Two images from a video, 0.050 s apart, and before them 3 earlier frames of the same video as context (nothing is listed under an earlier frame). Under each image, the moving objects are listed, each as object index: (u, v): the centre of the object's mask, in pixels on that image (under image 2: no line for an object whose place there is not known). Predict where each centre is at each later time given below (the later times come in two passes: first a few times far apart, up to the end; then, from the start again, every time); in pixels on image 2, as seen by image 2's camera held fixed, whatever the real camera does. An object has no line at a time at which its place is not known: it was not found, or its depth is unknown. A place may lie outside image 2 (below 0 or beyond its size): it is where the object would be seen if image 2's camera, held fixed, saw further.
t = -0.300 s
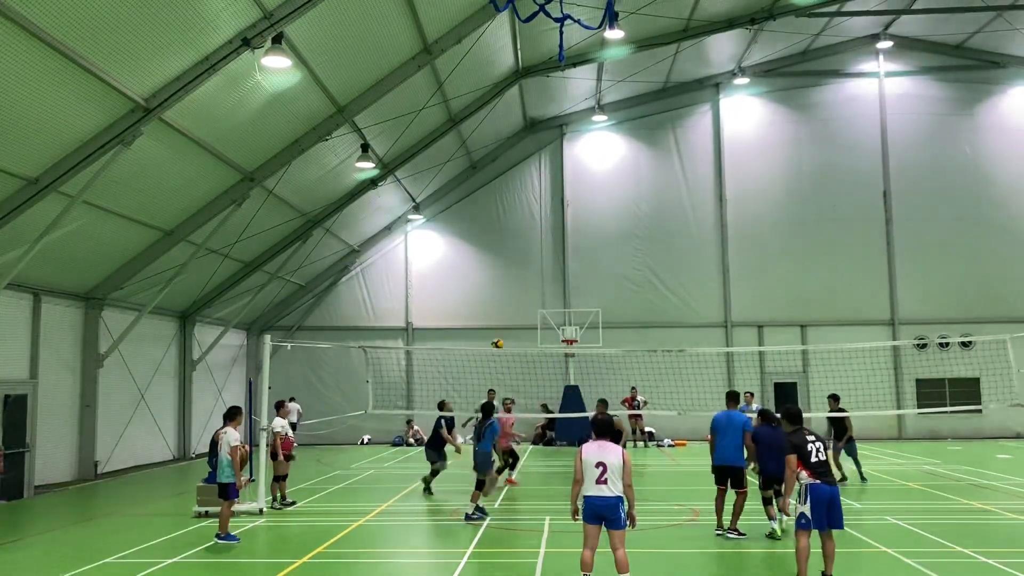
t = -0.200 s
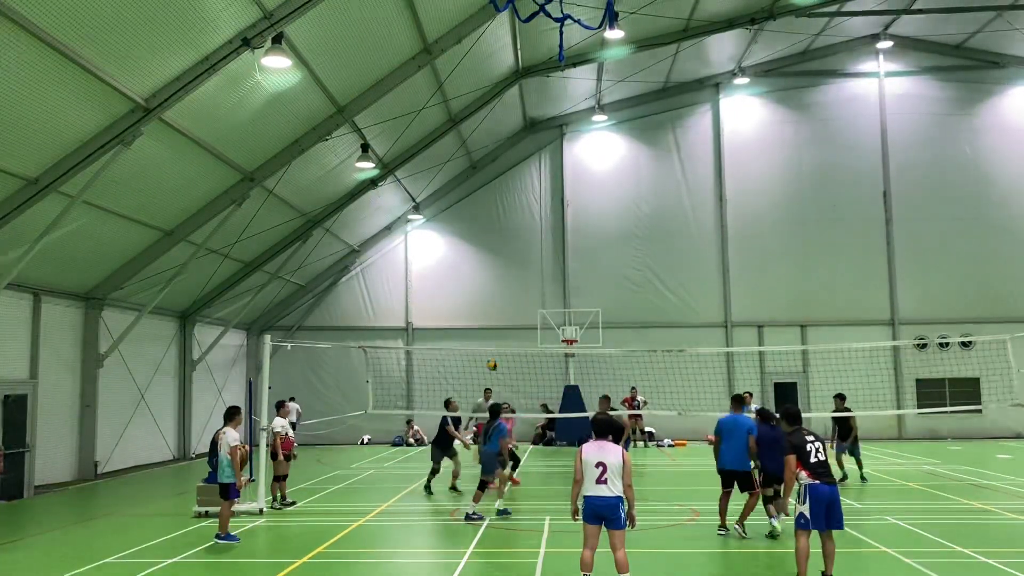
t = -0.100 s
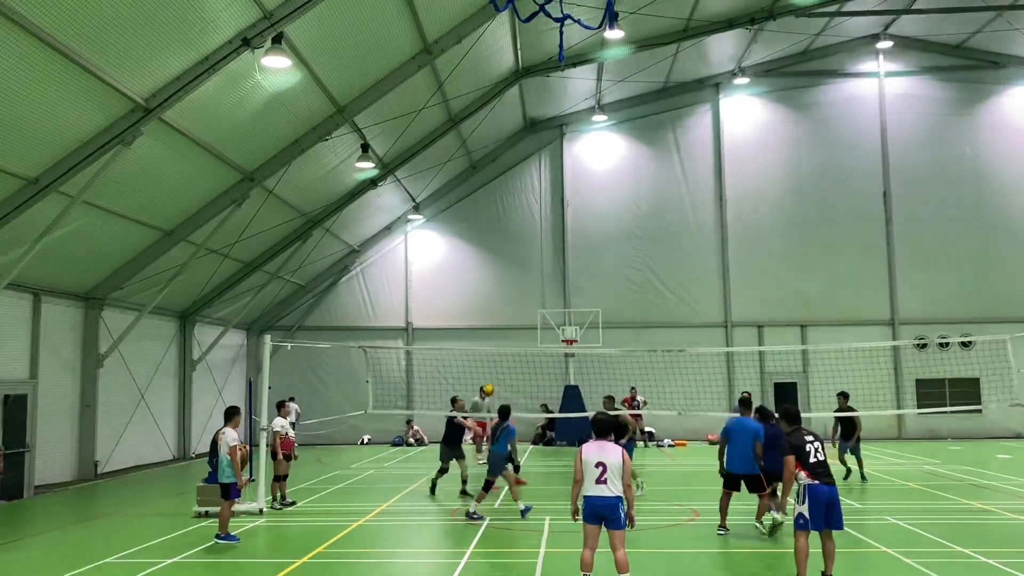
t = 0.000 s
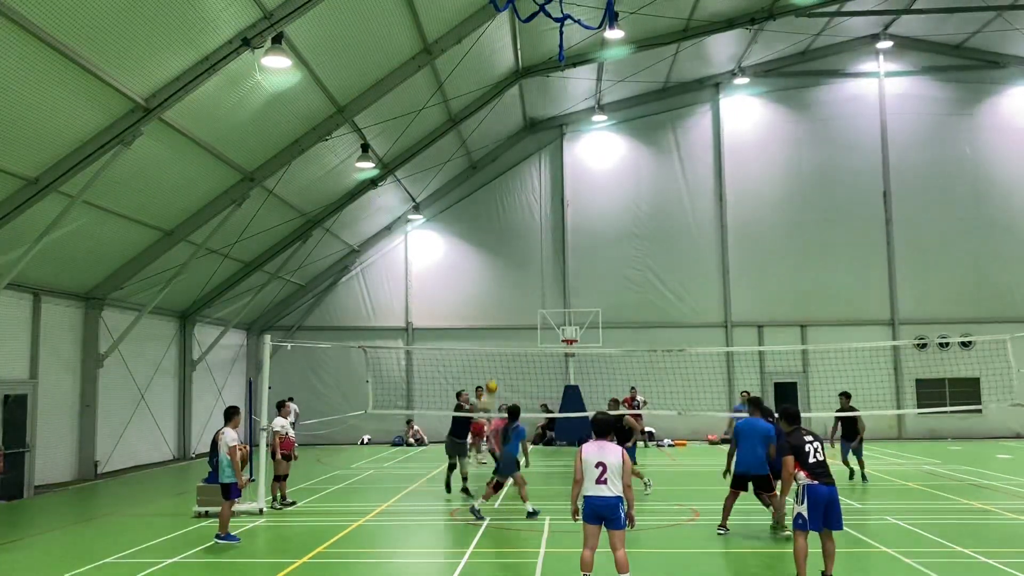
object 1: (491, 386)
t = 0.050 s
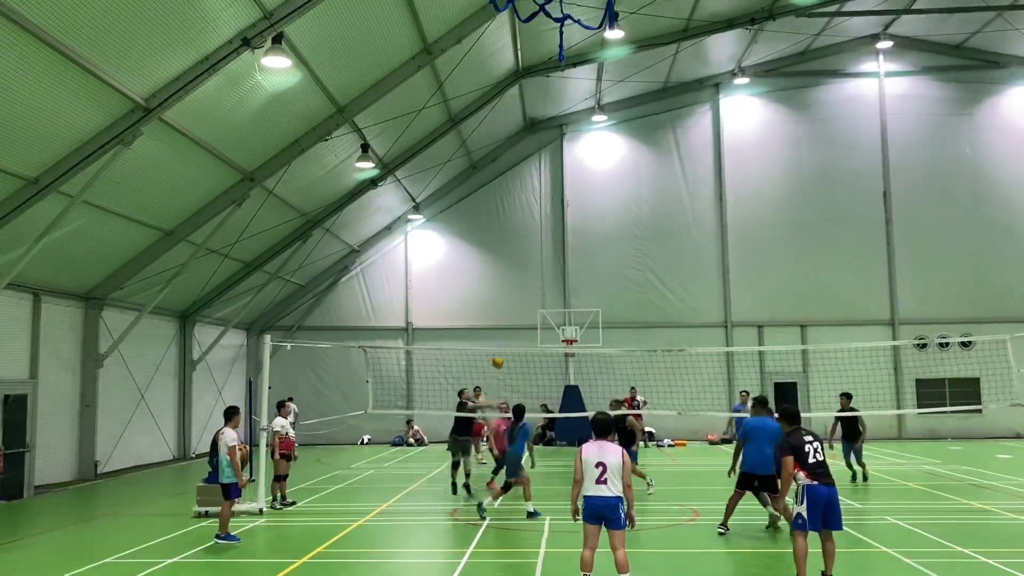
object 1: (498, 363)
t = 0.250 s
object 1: (521, 278)
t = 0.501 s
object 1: (548, 209)
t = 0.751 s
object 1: (574, 178)
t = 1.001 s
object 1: (602, 184)
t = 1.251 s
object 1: (630, 229)
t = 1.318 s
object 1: (638, 247)
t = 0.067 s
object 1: (500, 355)
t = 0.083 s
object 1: (502, 345)
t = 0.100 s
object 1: (504, 339)
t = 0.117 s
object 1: (506, 331)
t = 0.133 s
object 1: (508, 323)
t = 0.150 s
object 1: (510, 316)
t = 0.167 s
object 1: (512, 310)
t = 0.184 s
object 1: (514, 303)
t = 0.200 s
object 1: (515, 296)
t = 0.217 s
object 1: (517, 290)
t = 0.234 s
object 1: (519, 284)
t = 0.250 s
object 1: (521, 278)
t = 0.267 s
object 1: (523, 272)
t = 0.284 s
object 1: (525, 266)
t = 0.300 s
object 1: (527, 261)
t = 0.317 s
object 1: (528, 256)
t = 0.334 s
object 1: (530, 251)
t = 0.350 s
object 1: (532, 246)
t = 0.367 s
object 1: (533, 241)
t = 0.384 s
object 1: (535, 237)
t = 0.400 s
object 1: (537, 232)
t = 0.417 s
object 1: (539, 228)
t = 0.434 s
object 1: (541, 224)
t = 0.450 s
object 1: (542, 220)
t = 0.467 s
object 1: (544, 217)
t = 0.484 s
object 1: (546, 213)
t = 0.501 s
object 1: (548, 209)
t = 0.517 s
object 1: (549, 206)
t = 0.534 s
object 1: (551, 203)
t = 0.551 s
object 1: (553, 200)
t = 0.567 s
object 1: (555, 198)
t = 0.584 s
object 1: (557, 194)
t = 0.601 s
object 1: (558, 192)
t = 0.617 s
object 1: (560, 190)
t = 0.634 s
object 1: (562, 188)
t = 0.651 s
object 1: (563, 186)
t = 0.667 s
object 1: (565, 184)
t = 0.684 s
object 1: (567, 183)
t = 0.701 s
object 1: (569, 182)
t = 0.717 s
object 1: (570, 180)
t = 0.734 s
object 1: (572, 179)
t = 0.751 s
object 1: (574, 178)
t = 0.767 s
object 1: (576, 177)
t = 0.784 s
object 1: (578, 177)
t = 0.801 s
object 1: (579, 177)
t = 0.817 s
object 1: (581, 176)
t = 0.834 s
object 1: (583, 176)
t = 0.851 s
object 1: (585, 176)
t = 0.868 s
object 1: (587, 177)
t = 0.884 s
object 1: (589, 177)
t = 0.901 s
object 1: (590, 177)
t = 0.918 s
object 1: (592, 178)
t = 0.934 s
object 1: (594, 179)
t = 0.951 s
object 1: (596, 180)
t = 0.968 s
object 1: (598, 181)
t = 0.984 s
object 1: (600, 183)
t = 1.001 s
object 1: (602, 184)
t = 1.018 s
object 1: (604, 186)
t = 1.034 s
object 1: (605, 188)
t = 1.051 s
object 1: (607, 190)
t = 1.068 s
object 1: (609, 192)
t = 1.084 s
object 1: (611, 195)
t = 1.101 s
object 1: (613, 197)
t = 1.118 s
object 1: (615, 200)
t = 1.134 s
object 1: (617, 203)
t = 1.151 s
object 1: (619, 206)
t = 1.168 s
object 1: (621, 210)
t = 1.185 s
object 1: (622, 213)
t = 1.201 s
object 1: (624, 217)
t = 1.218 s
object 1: (626, 221)
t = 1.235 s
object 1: (628, 224)
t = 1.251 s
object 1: (630, 229)
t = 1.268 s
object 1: (632, 233)
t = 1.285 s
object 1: (634, 237)
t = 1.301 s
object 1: (636, 242)
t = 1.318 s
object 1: (638, 247)
